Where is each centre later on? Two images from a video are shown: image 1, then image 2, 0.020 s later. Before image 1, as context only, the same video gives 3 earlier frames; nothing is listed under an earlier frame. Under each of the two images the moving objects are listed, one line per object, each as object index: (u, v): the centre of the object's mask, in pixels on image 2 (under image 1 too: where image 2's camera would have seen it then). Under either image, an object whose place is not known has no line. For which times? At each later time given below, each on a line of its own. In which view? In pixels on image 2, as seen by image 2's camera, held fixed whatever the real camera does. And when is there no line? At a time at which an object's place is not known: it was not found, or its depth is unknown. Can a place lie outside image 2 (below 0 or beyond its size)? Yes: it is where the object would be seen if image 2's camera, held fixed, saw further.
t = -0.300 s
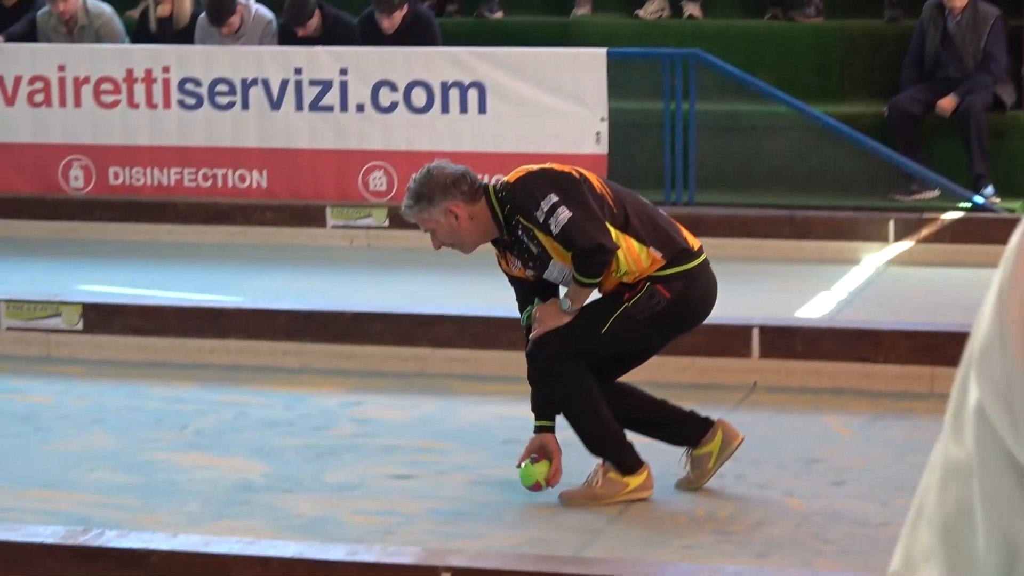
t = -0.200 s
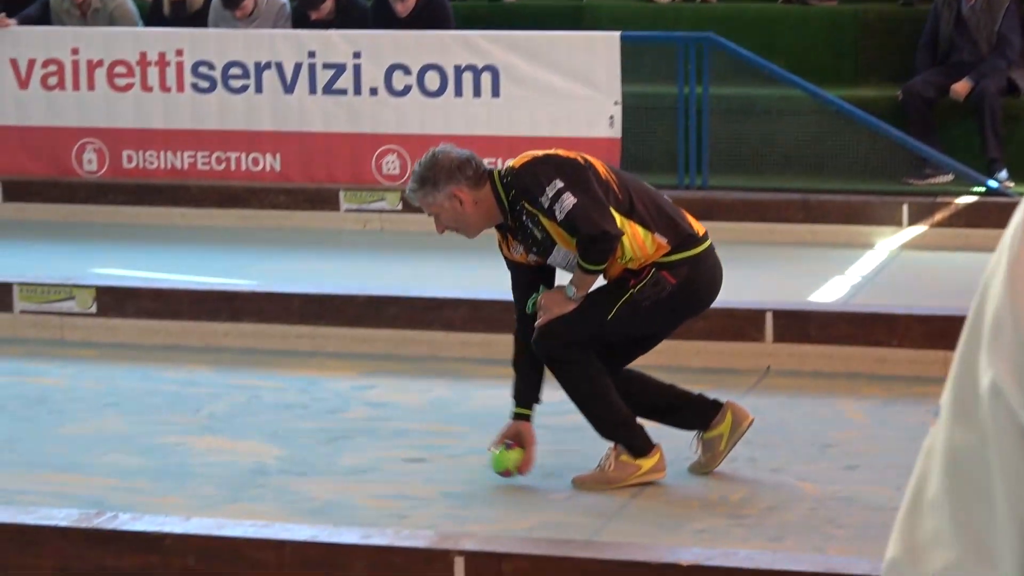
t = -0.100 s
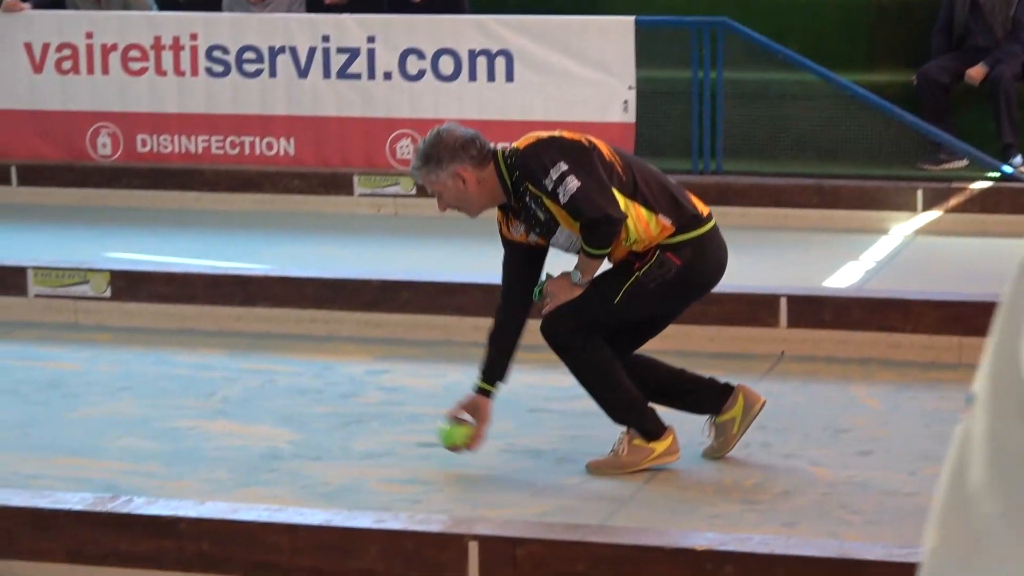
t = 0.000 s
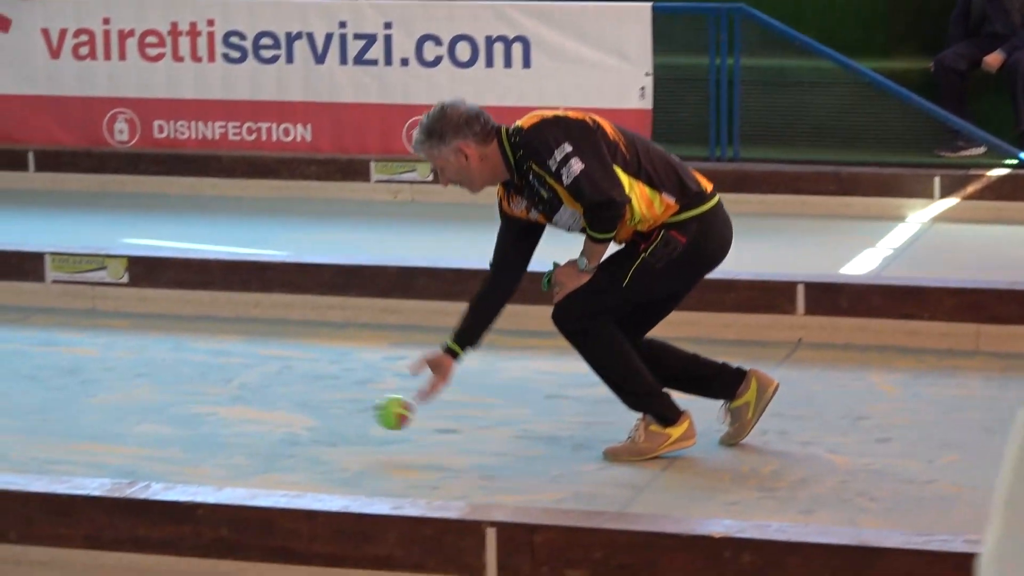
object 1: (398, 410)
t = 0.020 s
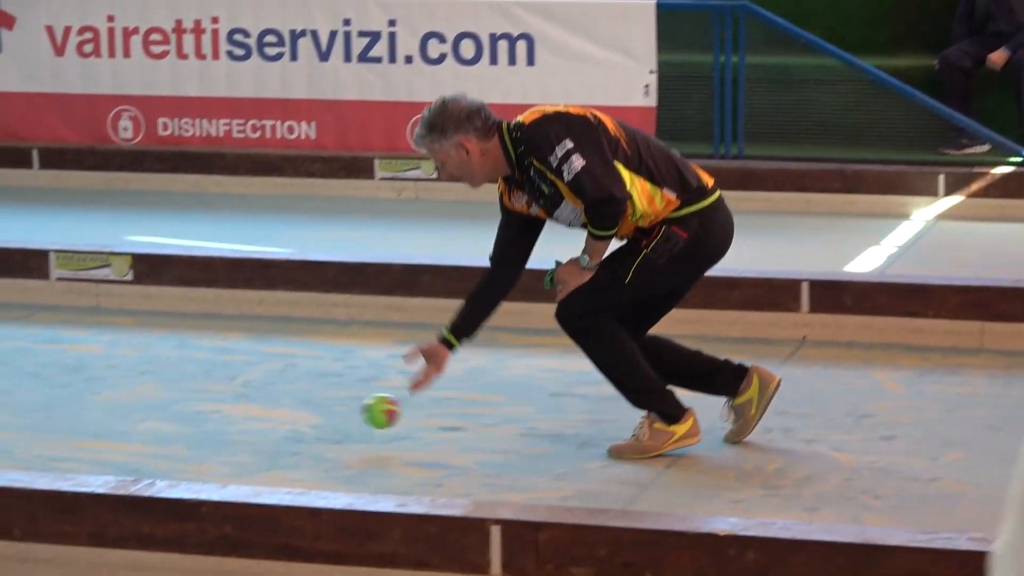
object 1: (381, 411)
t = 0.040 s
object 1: (364, 413)
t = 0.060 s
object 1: (347, 417)
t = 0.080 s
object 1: (330, 423)
